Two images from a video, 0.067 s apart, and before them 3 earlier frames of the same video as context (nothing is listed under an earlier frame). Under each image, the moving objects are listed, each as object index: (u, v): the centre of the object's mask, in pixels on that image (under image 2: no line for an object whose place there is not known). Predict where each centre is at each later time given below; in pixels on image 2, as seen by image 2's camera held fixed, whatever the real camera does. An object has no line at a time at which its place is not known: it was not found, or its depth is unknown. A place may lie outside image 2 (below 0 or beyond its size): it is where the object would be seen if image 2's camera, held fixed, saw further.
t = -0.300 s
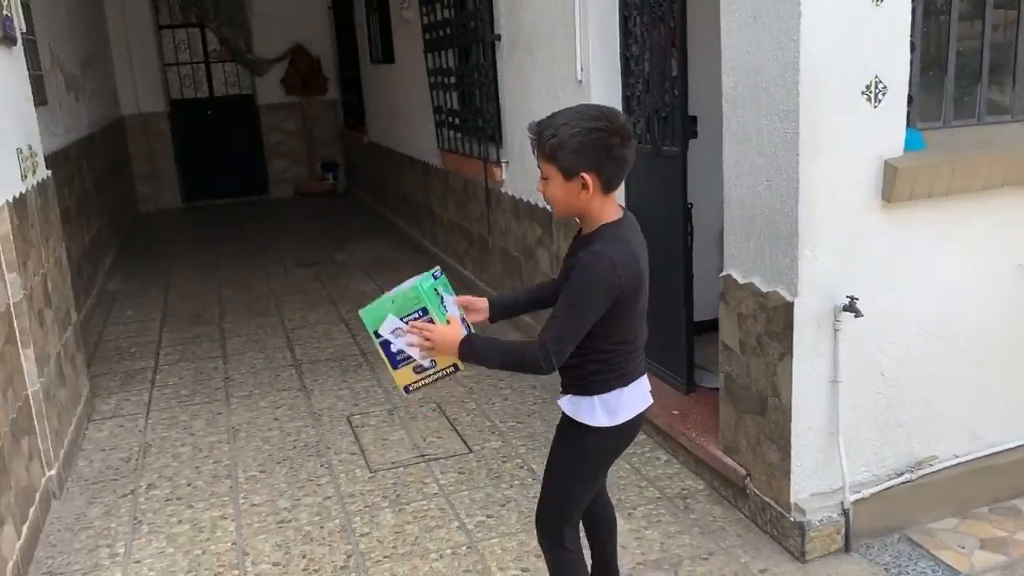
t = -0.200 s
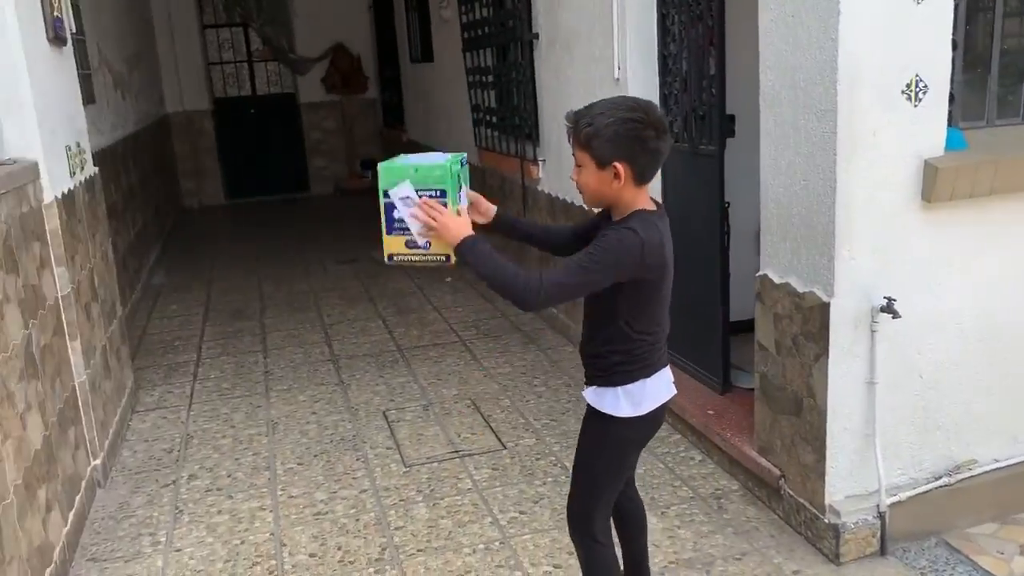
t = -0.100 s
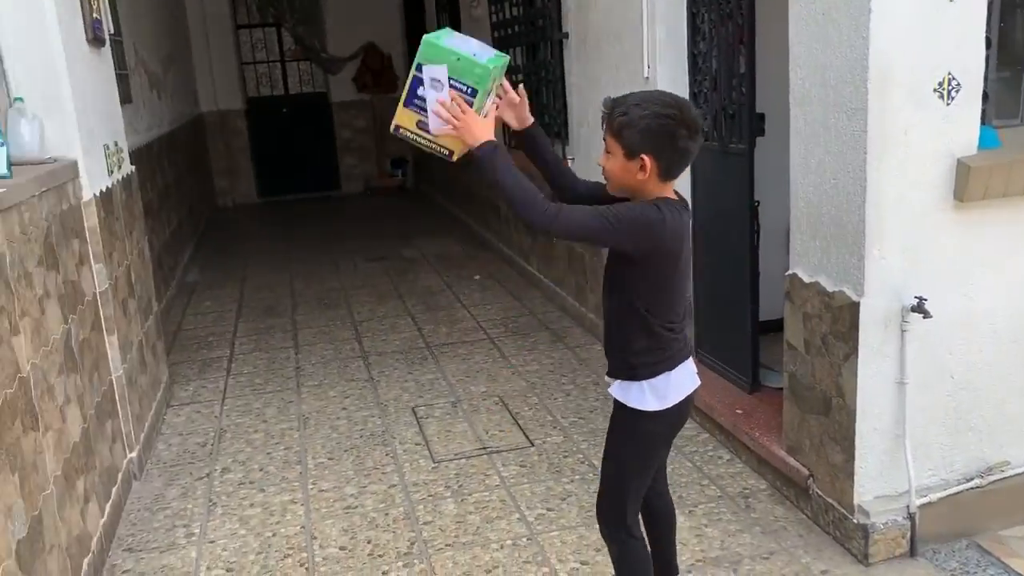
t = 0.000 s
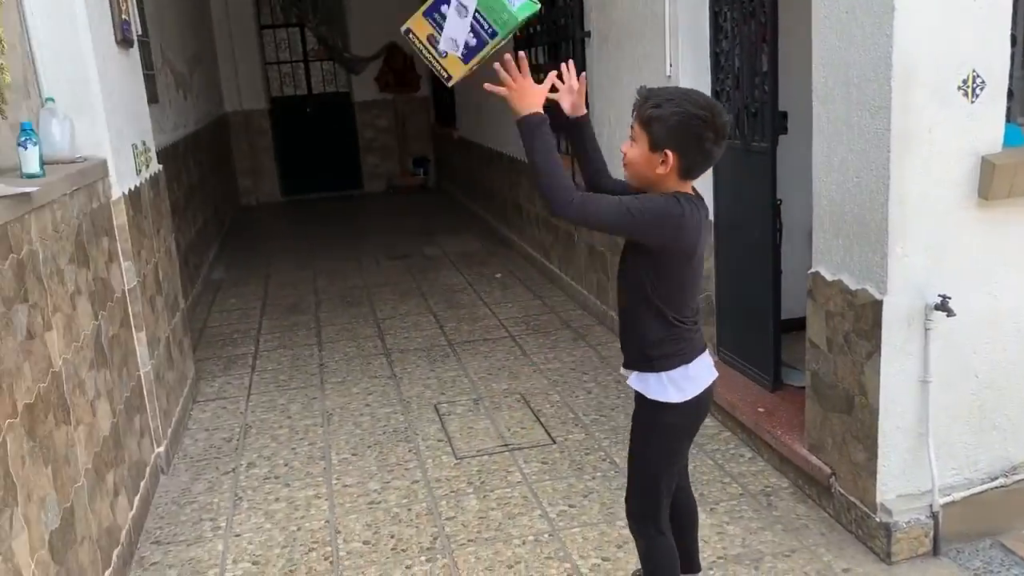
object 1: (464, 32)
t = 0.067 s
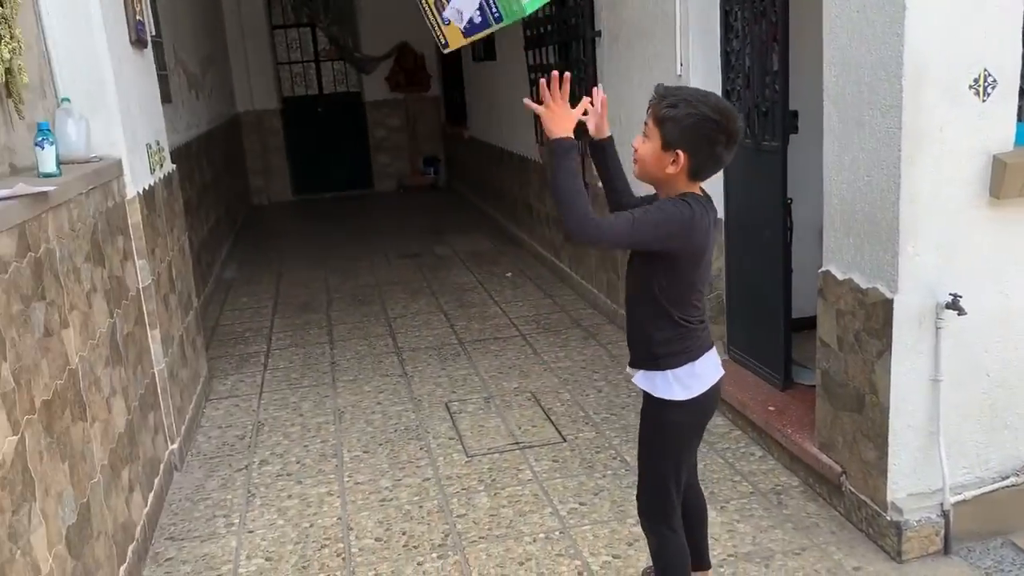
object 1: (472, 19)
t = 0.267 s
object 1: (492, 37)
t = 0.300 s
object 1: (492, 50)
